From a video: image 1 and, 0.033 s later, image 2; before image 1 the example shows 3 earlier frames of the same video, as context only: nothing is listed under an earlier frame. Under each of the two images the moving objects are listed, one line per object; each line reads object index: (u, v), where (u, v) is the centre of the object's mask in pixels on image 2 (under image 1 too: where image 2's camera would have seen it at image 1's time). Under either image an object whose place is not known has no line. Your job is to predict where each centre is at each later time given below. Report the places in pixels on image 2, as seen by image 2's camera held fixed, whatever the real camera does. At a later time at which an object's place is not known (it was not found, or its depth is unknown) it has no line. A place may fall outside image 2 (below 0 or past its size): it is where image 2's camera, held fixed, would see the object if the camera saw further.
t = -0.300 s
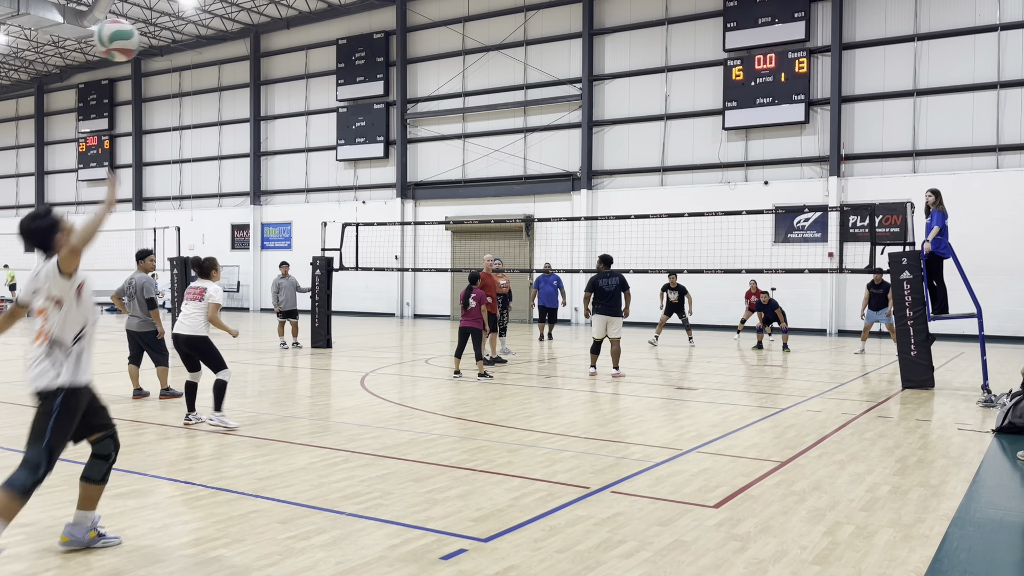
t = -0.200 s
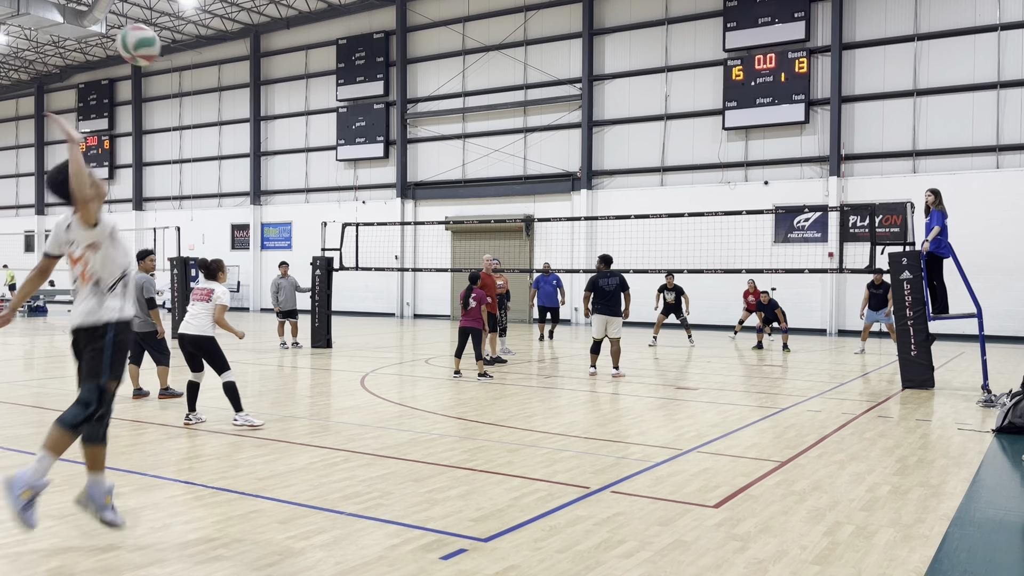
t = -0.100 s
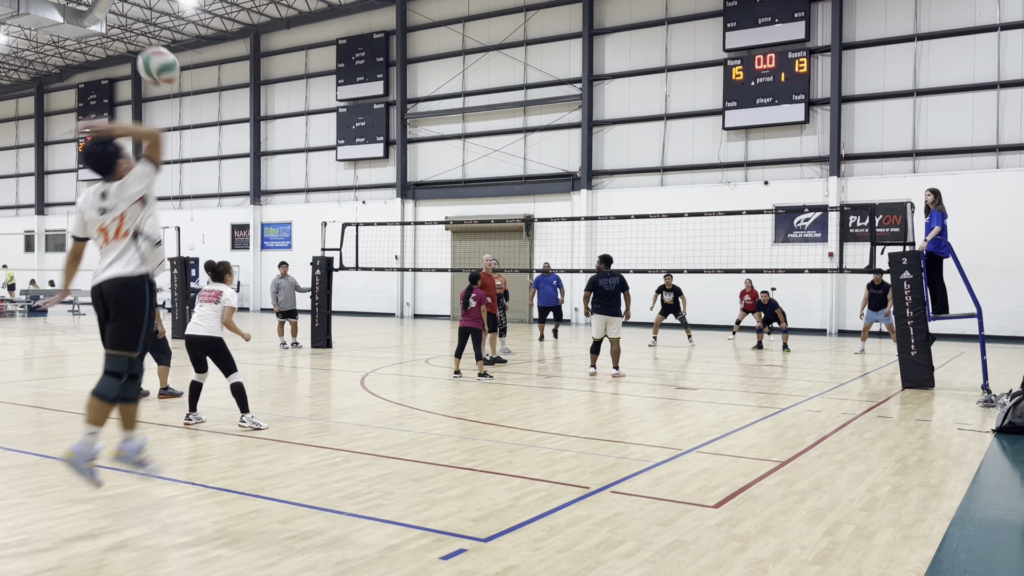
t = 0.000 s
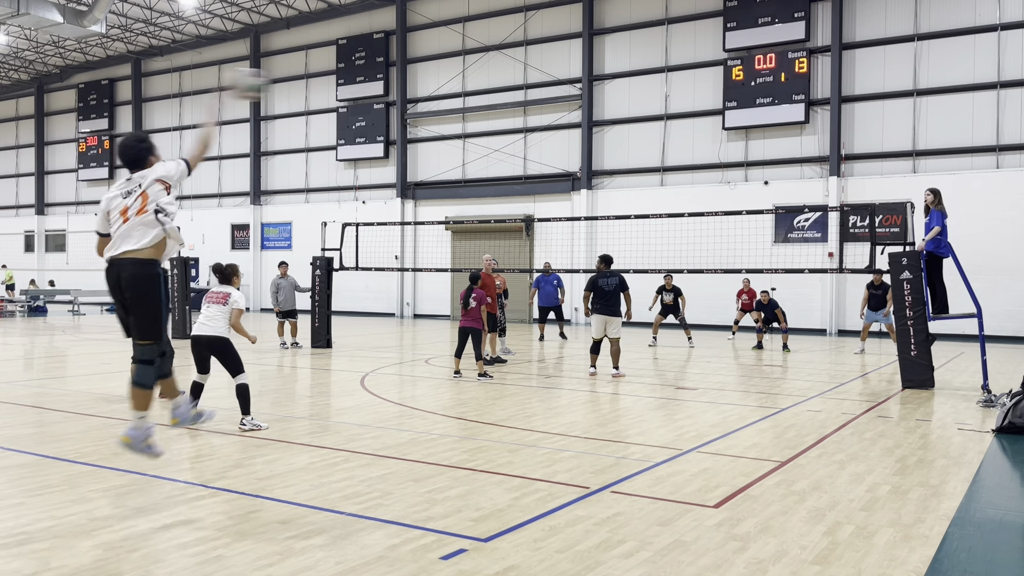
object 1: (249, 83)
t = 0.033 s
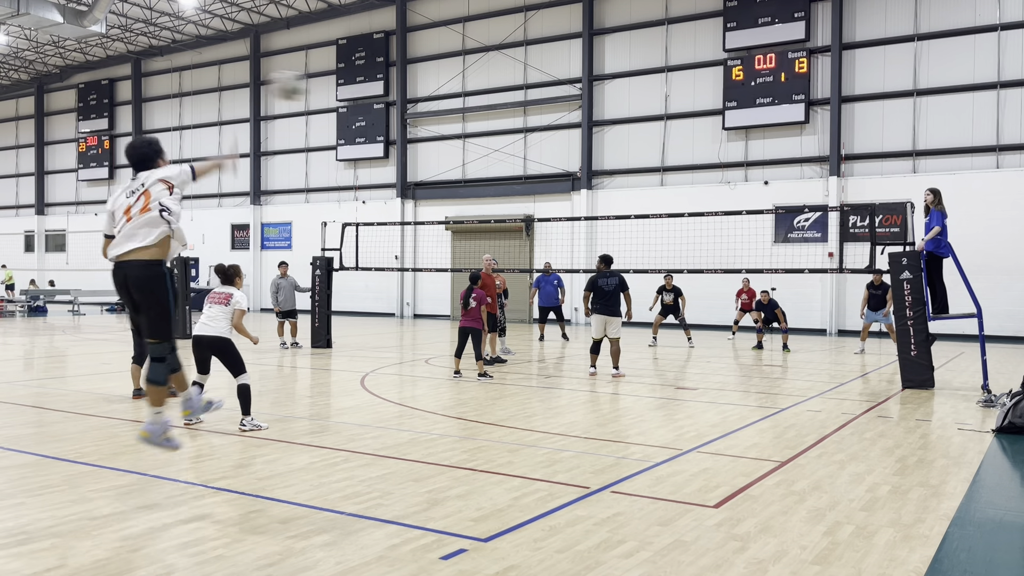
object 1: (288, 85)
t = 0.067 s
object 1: (322, 88)
